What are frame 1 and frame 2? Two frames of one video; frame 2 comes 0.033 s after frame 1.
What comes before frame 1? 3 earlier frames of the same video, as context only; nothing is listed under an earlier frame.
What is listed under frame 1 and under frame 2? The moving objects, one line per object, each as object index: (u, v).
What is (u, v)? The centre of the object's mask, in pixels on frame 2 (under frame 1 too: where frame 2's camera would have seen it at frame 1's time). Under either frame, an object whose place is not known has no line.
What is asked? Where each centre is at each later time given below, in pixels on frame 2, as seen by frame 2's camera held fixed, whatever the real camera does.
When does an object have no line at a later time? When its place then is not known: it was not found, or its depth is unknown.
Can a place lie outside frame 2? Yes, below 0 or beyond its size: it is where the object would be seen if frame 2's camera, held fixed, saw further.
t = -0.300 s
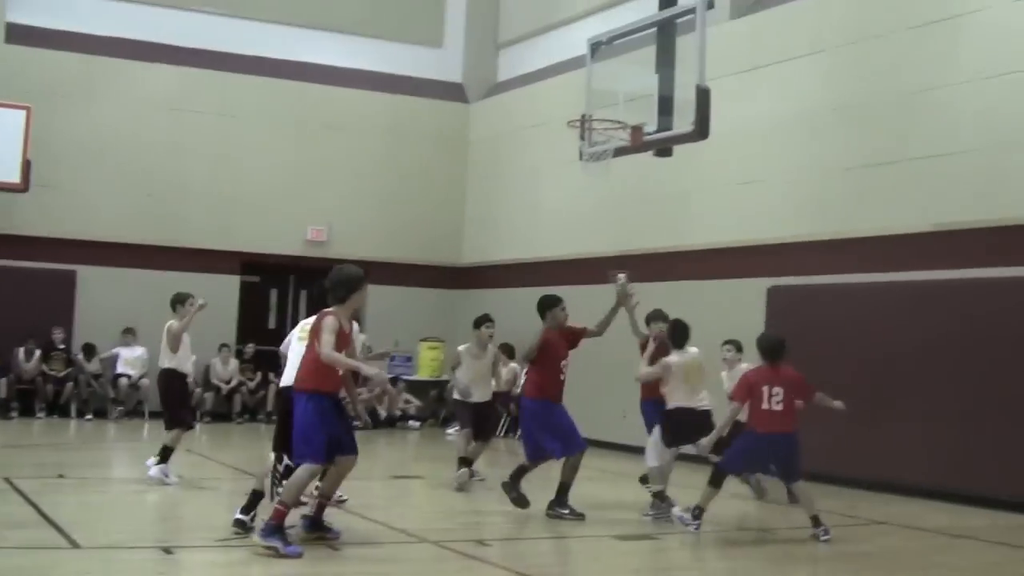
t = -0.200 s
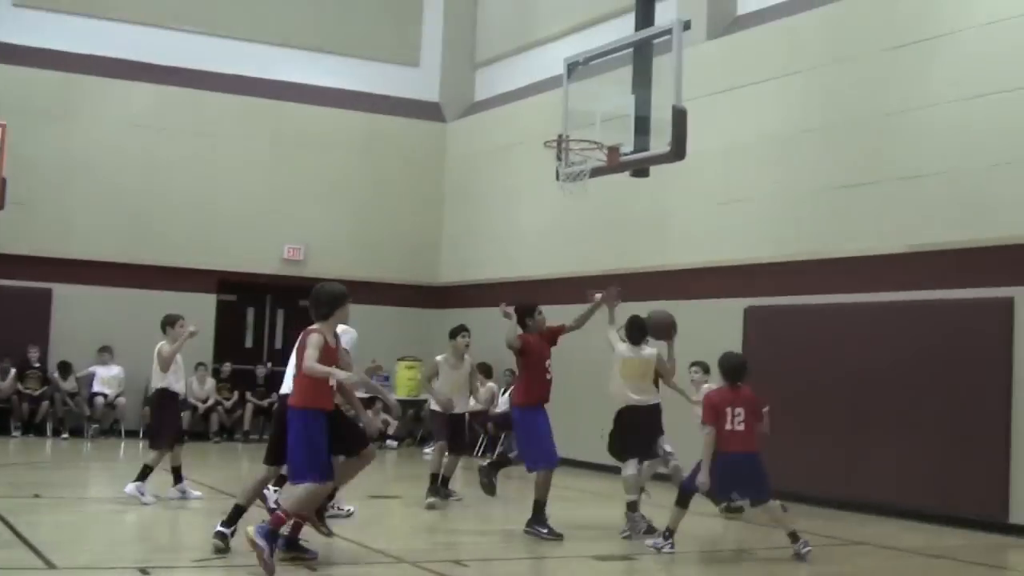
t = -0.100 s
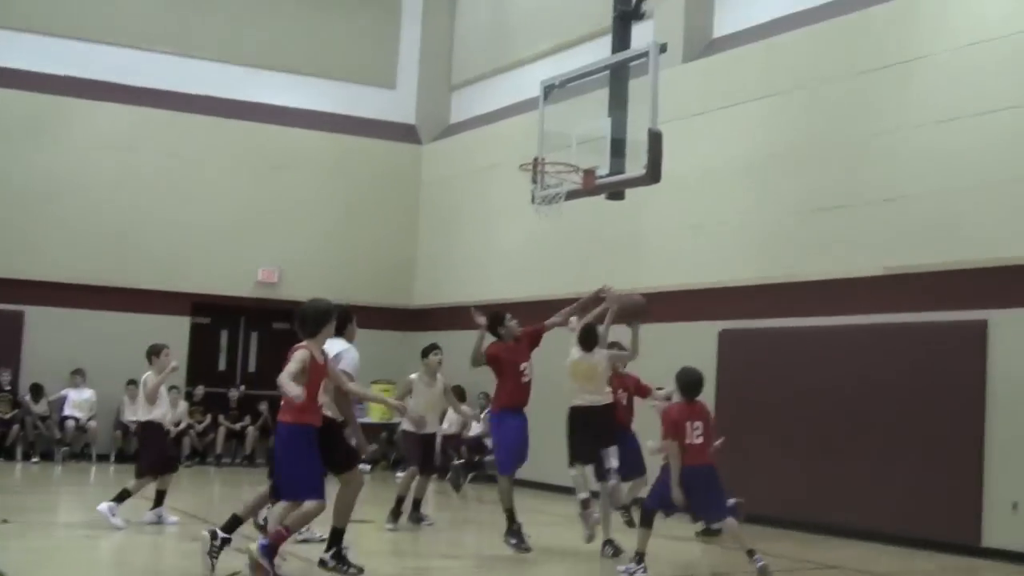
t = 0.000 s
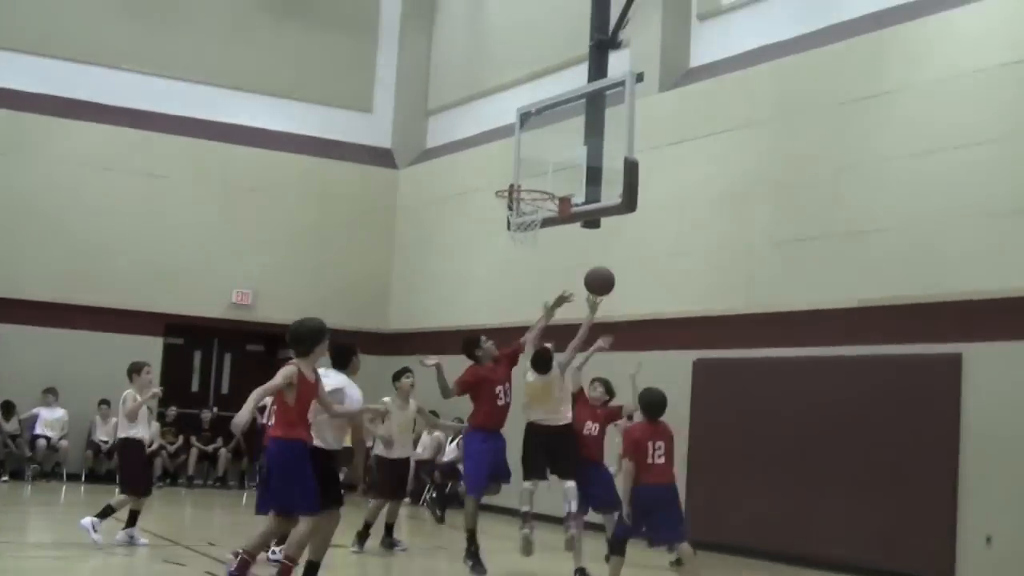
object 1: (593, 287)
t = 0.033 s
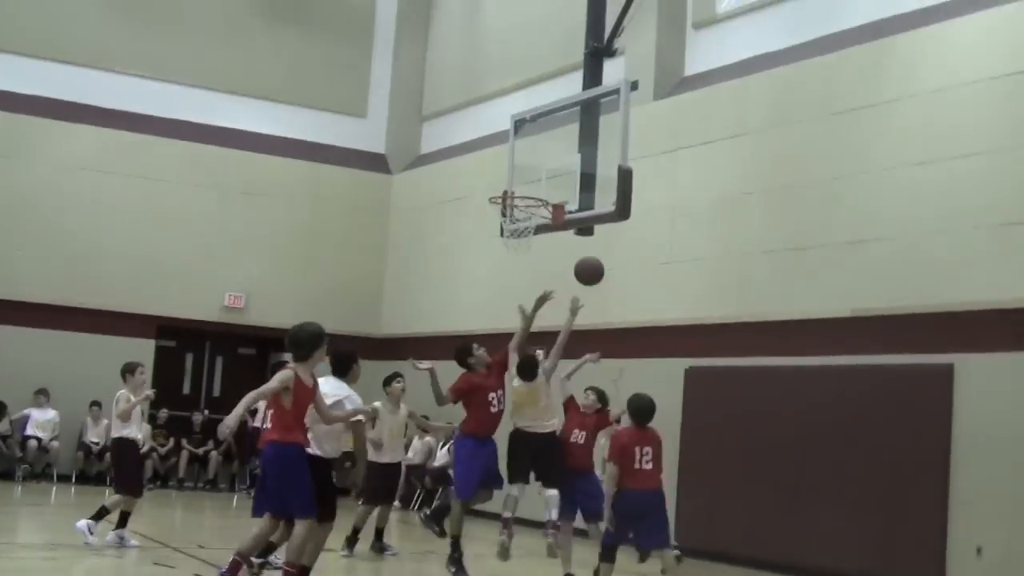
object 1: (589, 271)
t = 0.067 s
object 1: (585, 255)
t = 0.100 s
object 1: (581, 242)
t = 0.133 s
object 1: (578, 232)
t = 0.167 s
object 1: (576, 221)
